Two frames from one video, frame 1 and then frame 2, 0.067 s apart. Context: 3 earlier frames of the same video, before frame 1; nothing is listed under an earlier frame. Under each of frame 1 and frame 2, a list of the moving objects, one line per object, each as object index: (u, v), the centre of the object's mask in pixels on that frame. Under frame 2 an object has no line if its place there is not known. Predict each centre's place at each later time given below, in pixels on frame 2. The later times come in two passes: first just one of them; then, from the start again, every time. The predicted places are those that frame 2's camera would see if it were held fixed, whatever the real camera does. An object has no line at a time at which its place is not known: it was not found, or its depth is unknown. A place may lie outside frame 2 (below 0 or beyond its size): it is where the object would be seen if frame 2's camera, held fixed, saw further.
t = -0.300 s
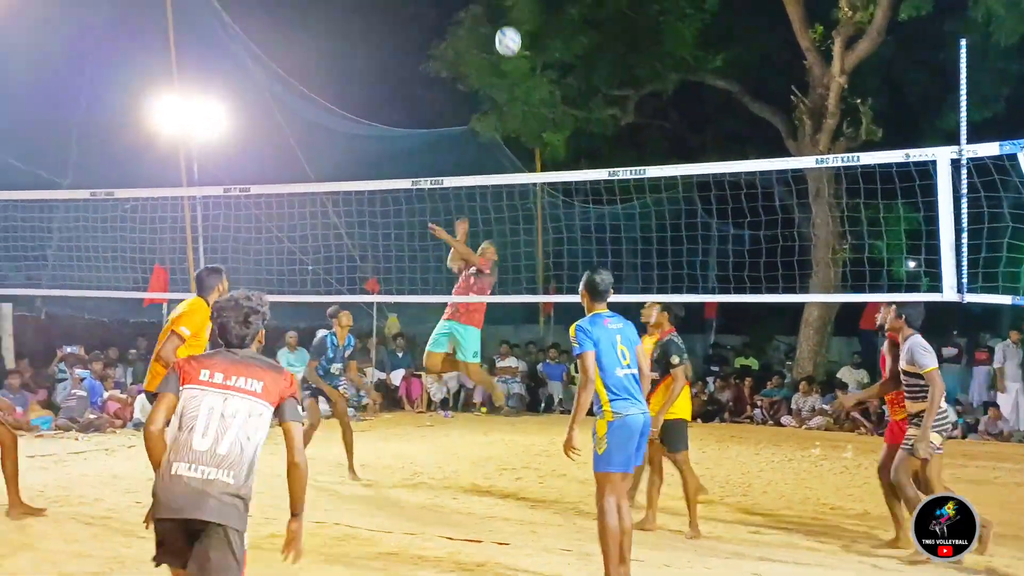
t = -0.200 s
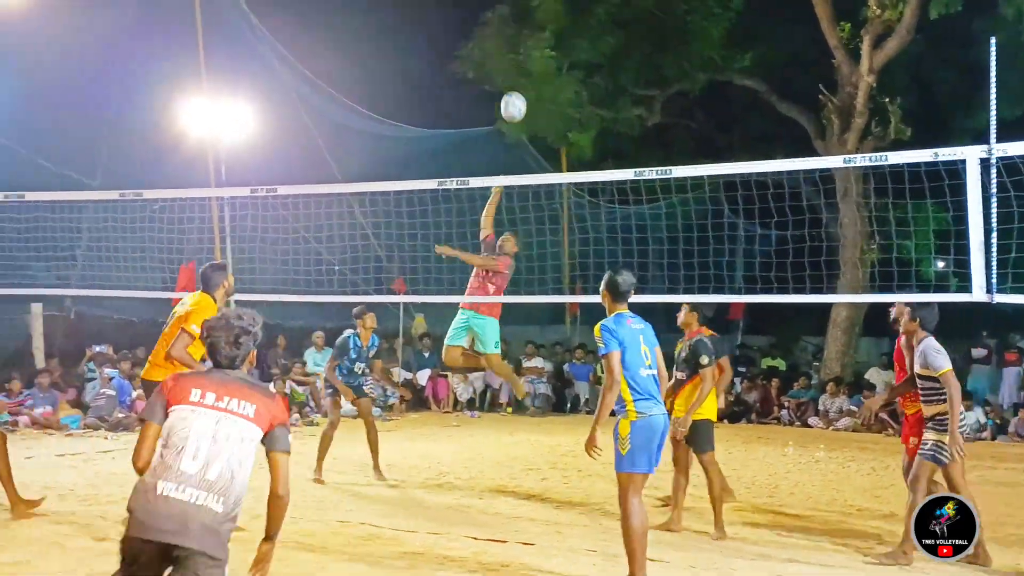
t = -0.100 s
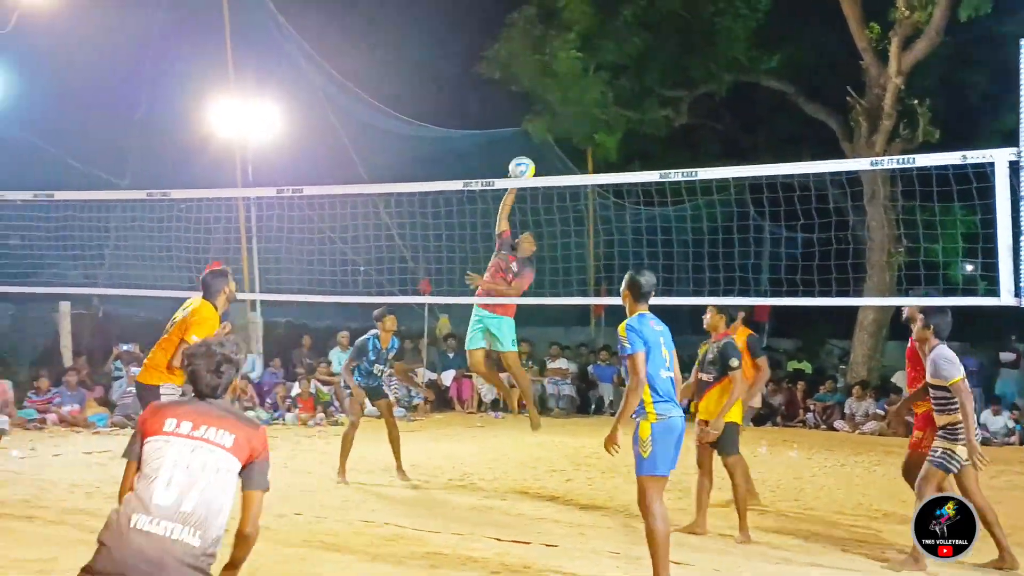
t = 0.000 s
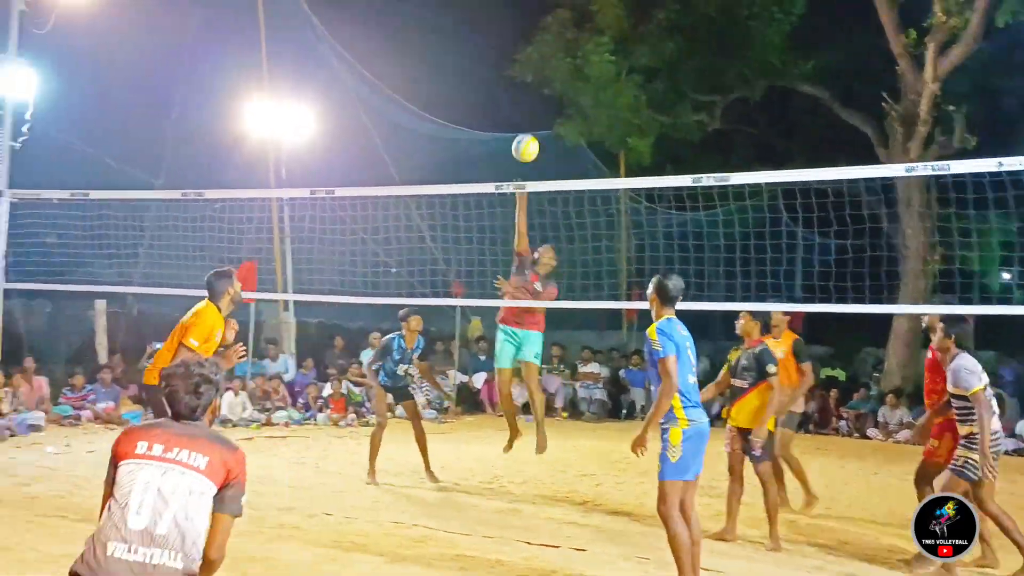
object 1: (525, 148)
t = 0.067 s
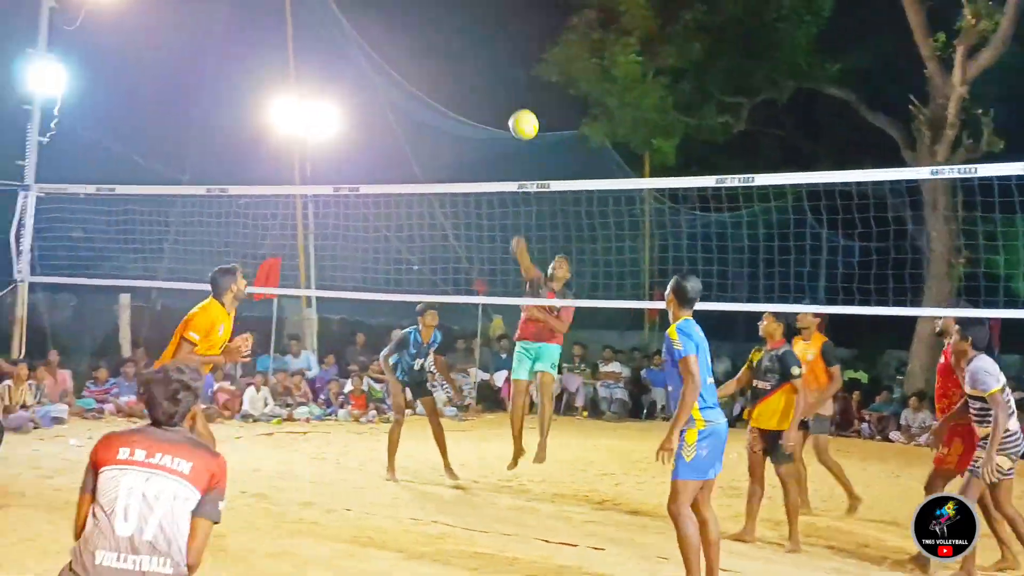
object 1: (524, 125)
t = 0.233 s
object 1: (440, 84)
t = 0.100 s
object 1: (510, 114)
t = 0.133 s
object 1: (494, 104)
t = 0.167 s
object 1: (478, 96)
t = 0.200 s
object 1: (460, 90)
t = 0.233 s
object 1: (440, 84)
